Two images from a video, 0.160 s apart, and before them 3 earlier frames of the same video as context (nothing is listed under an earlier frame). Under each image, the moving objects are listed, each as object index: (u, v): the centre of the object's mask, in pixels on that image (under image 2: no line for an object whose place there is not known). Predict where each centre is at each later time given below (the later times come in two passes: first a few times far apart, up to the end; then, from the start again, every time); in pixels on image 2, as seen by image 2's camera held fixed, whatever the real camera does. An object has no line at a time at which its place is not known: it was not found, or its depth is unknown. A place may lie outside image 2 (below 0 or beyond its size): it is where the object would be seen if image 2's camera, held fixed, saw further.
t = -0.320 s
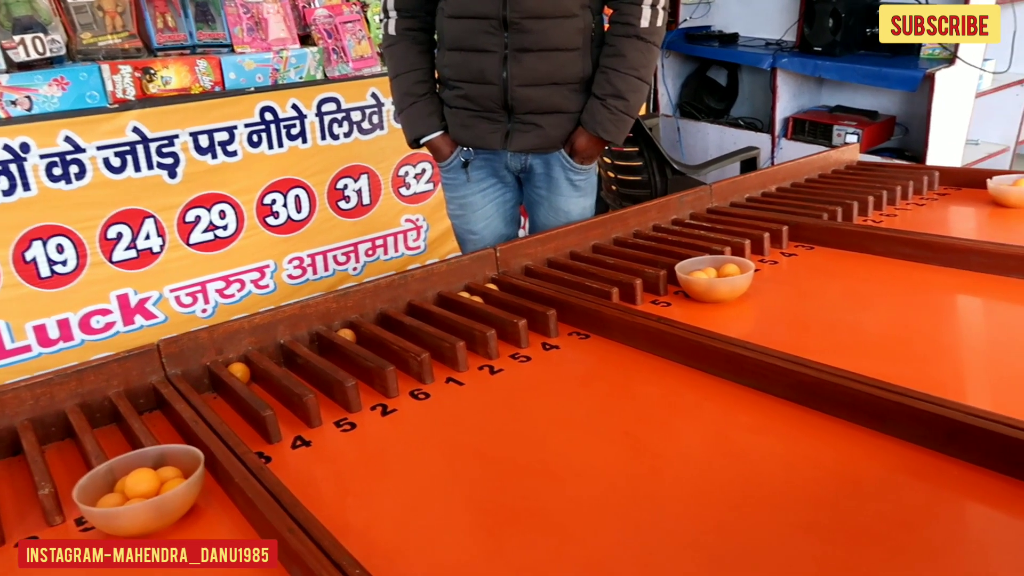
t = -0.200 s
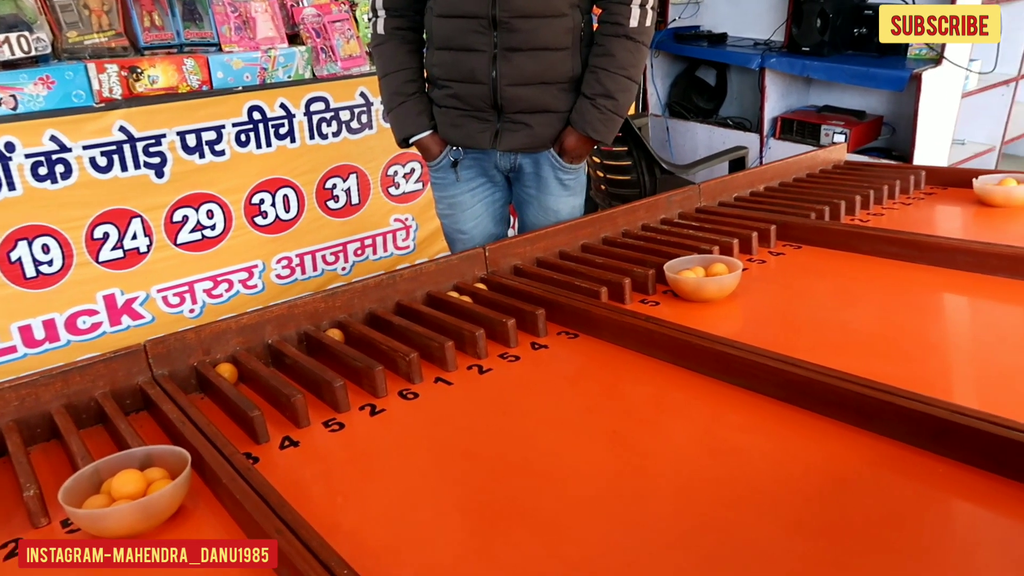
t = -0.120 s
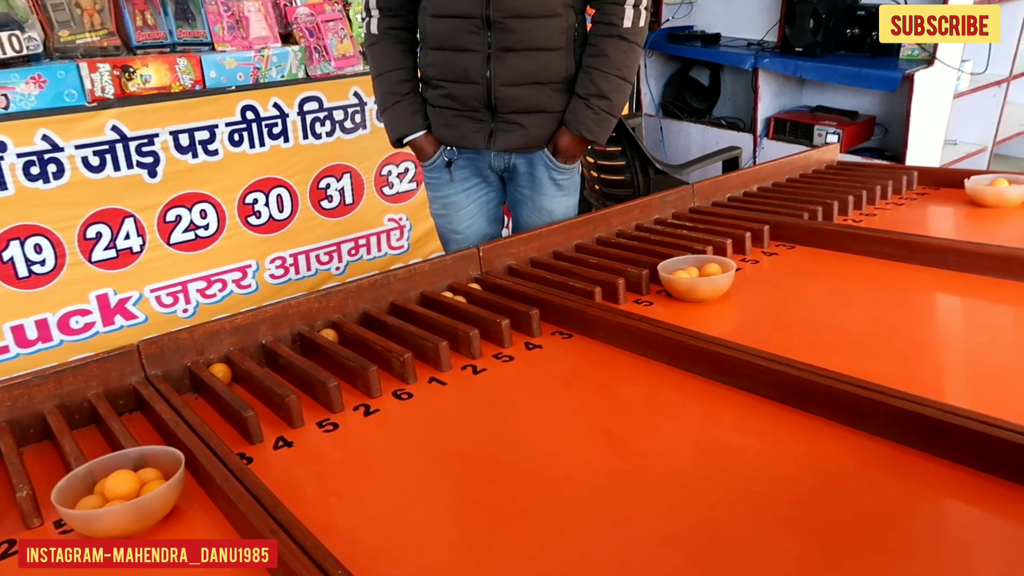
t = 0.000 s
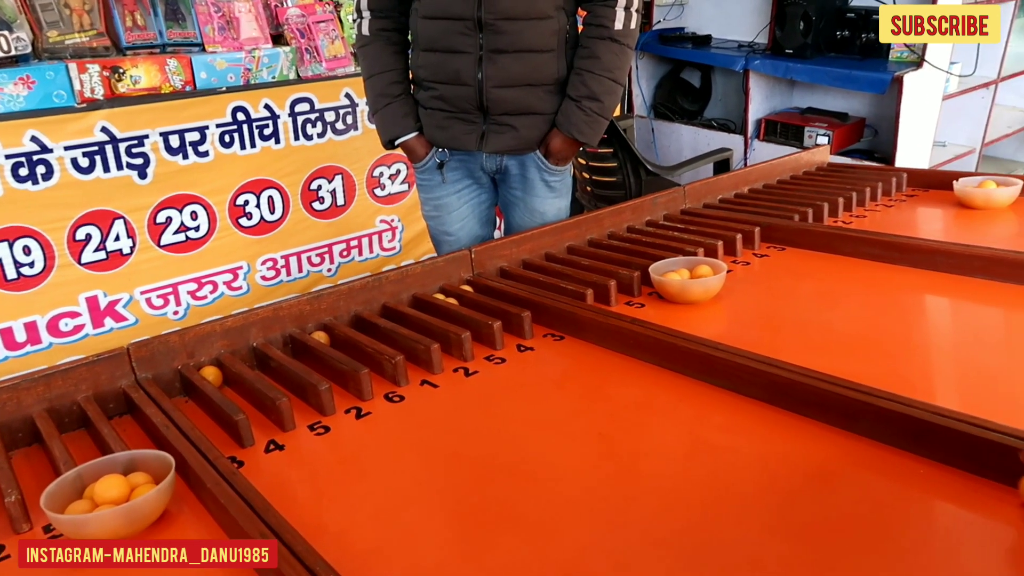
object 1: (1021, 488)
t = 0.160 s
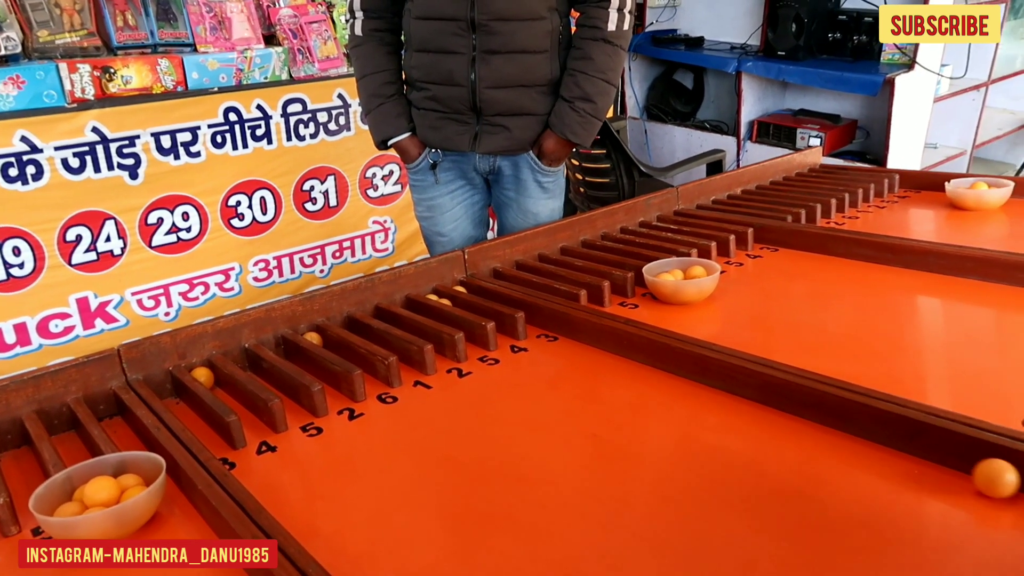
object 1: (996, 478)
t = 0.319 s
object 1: (936, 458)
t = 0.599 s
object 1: (808, 415)
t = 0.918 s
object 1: (654, 364)
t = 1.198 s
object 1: (541, 324)
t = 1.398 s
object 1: (557, 331)
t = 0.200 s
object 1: (983, 474)
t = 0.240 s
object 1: (968, 469)
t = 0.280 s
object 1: (951, 463)
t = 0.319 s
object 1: (936, 458)
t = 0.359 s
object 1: (919, 452)
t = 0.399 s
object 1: (901, 446)
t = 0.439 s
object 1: (883, 441)
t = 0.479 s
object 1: (865, 435)
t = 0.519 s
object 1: (847, 428)
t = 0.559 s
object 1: (827, 421)
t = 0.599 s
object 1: (808, 415)
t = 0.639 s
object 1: (789, 409)
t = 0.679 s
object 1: (769, 402)
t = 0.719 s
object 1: (749, 395)
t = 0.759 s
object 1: (730, 389)
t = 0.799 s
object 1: (711, 383)
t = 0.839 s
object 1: (692, 376)
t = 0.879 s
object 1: (673, 370)
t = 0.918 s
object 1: (654, 364)
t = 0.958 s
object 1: (636, 358)
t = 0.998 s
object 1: (618, 352)
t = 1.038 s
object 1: (600, 347)
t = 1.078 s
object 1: (583, 341)
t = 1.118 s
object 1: (566, 335)
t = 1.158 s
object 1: (548, 329)
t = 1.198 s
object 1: (541, 324)
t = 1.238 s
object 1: (546, 326)
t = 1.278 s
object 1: (554, 329)
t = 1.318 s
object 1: (559, 330)
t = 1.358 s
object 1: (560, 330)
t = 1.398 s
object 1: (557, 331)
